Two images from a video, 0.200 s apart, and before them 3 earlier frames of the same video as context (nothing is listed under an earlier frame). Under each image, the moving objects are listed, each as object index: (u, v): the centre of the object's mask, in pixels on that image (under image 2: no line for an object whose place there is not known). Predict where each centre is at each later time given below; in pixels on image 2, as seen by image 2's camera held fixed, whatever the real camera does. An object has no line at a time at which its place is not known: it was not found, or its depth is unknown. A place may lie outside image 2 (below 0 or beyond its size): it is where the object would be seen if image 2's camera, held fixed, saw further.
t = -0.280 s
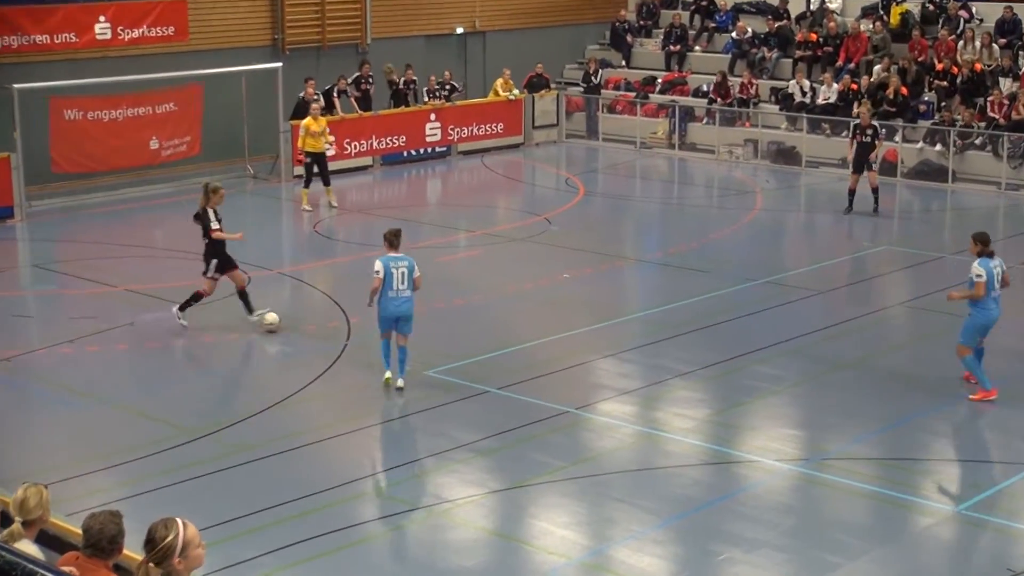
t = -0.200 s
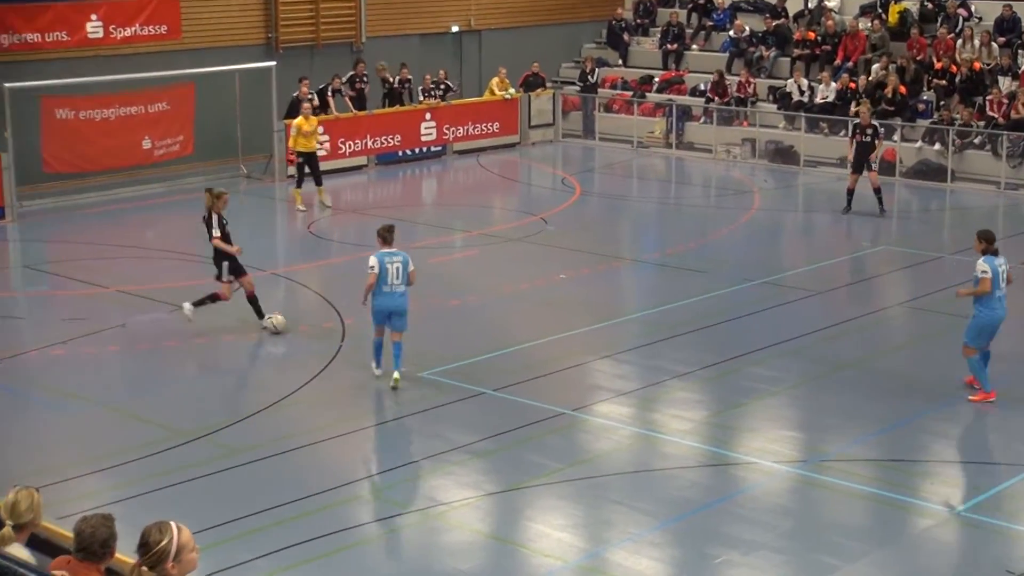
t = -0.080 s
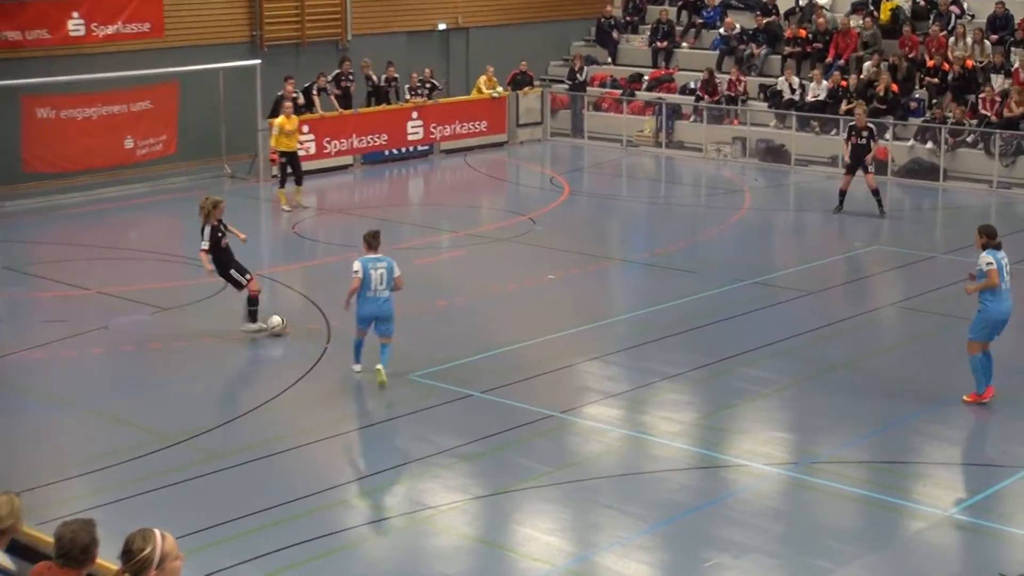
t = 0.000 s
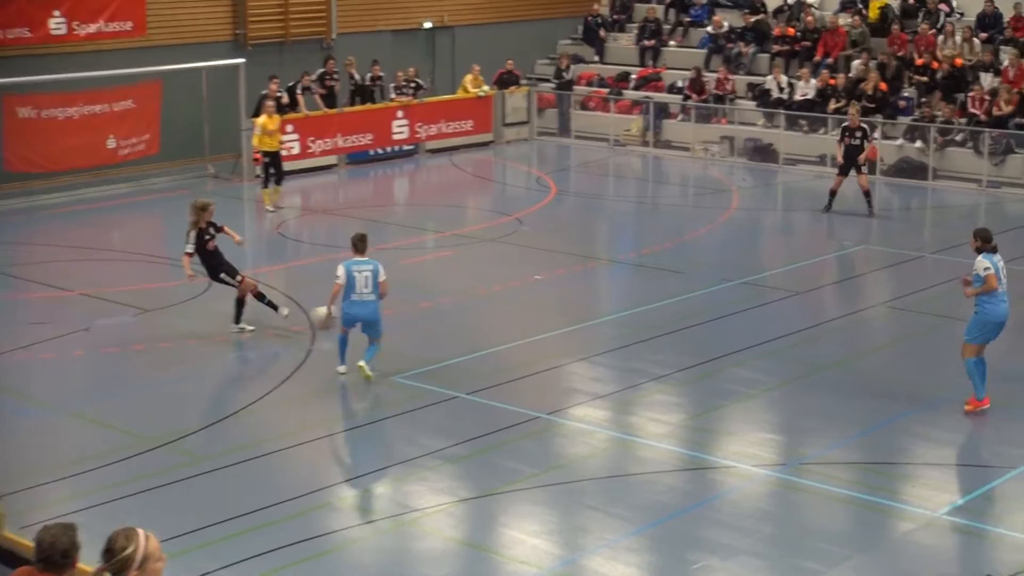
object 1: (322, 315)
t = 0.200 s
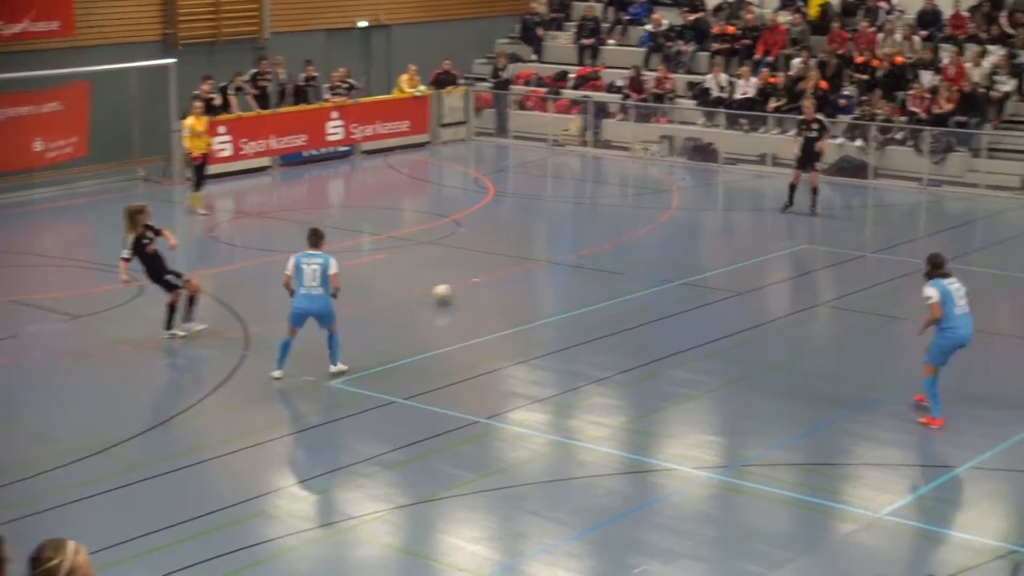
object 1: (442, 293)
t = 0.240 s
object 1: (473, 290)
